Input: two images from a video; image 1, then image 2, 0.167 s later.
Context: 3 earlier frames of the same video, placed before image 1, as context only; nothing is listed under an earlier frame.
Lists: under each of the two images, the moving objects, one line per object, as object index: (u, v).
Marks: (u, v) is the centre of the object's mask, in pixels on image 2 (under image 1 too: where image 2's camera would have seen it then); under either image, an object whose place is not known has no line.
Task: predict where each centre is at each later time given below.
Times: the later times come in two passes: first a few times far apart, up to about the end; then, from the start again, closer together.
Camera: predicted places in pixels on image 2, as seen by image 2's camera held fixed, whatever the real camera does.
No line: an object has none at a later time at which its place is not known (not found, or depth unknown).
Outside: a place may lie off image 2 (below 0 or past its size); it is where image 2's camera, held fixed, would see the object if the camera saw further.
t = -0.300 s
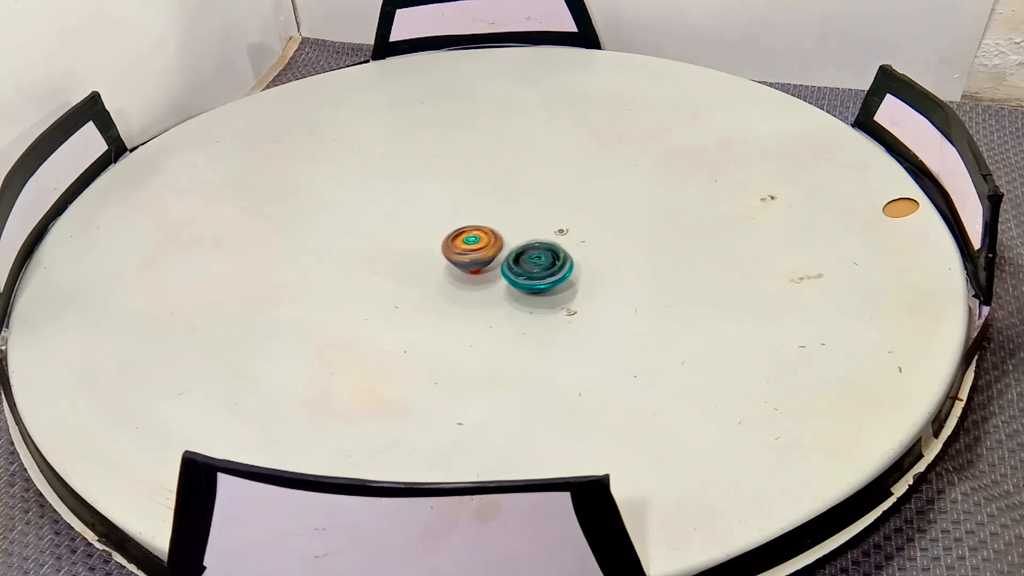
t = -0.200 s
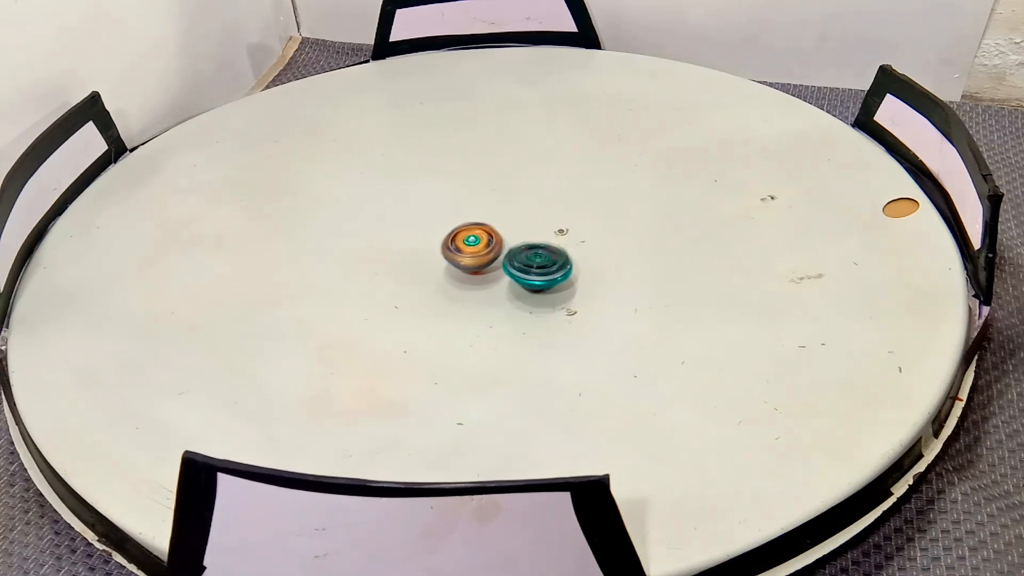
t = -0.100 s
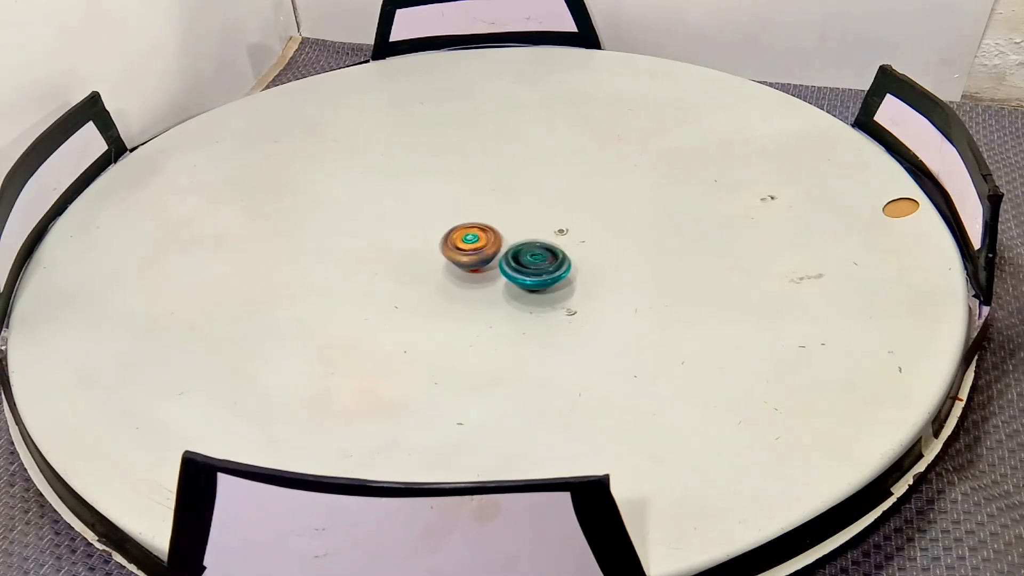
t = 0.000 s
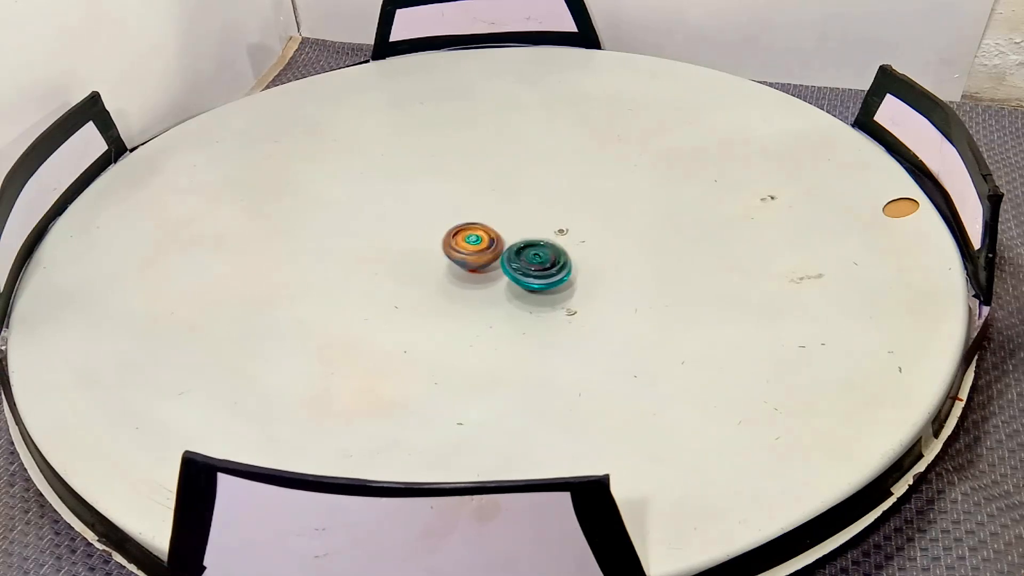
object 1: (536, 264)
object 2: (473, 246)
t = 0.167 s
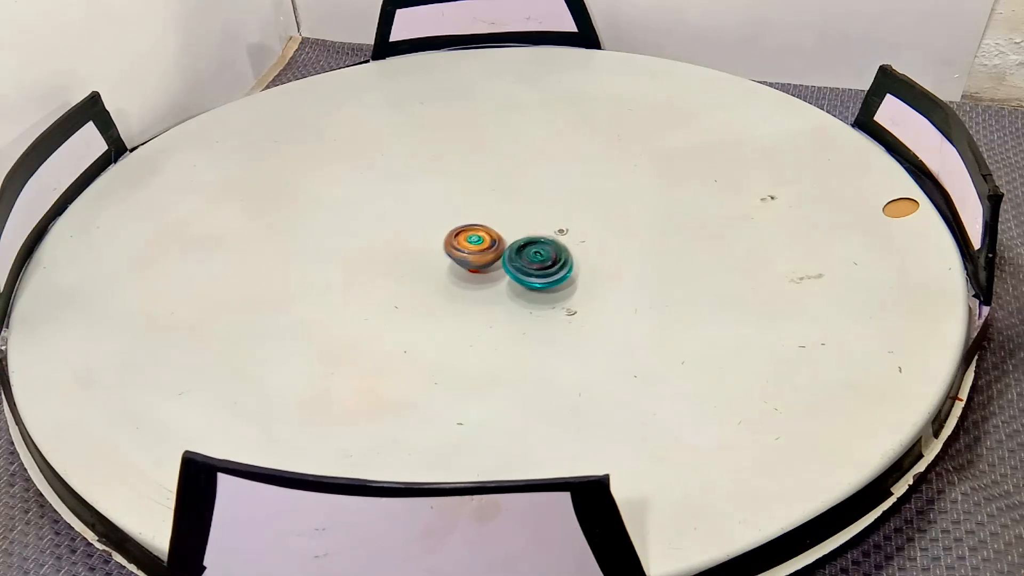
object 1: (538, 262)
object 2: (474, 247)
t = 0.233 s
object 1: (537, 261)
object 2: (474, 247)
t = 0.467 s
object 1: (543, 265)
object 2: (475, 247)
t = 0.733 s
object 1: (537, 268)
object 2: (474, 248)
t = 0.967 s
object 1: (536, 267)
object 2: (474, 249)
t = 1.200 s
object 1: (542, 278)
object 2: (460, 252)
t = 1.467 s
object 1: (527, 279)
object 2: (468, 257)
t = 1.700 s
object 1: (534, 271)
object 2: (470, 245)
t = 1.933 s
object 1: (547, 274)
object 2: (458, 242)
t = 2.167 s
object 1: (543, 280)
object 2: (459, 251)
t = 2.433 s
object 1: (536, 273)
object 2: (482, 249)
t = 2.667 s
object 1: (547, 271)
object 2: (481, 236)
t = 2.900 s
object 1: (547, 274)
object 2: (475, 241)
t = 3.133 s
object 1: (543, 273)
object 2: (484, 250)
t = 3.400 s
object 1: (546, 274)
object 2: (482, 245)
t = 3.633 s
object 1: (543, 271)
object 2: (484, 248)
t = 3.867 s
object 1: (548, 269)
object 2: (487, 247)
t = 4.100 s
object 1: (546, 272)
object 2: (488, 247)
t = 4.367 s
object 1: (548, 270)
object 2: (488, 248)
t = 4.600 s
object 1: (549, 270)
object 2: (493, 248)
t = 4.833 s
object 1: (544, 286)
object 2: (473, 247)
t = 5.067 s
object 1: (541, 278)
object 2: (468, 264)
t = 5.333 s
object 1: (551, 275)
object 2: (481, 260)
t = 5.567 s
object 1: (554, 277)
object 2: (480, 257)
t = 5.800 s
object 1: (546, 275)
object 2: (483, 257)
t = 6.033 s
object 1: (545, 275)
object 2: (477, 257)
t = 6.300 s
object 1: (546, 275)
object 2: (480, 262)
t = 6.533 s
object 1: (547, 276)
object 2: (476, 272)
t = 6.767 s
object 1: (548, 275)
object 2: (480, 275)
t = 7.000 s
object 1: (548, 275)
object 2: (484, 275)
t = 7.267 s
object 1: (548, 275)
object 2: (484, 275)
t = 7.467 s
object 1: (548, 275)
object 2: (484, 275)
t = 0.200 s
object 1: (537, 261)
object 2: (475, 247)
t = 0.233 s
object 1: (537, 261)
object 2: (474, 247)
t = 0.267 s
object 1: (539, 260)
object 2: (474, 247)
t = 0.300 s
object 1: (540, 261)
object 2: (476, 247)
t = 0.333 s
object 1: (541, 261)
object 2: (477, 247)
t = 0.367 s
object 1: (542, 263)
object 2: (474, 246)
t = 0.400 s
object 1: (541, 264)
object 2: (473, 247)
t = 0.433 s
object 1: (542, 265)
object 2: (473, 248)
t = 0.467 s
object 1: (543, 265)
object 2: (475, 247)
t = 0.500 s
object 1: (543, 266)
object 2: (476, 246)
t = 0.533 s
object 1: (542, 266)
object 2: (474, 246)
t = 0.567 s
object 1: (541, 267)
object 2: (472, 246)
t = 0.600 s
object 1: (541, 267)
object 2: (472, 248)
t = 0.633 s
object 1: (540, 268)
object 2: (474, 248)
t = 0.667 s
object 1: (539, 268)
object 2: (476, 248)
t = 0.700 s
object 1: (538, 268)
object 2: (475, 248)
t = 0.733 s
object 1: (537, 268)
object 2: (474, 248)
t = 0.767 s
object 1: (537, 268)
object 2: (474, 249)
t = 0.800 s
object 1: (537, 267)
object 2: (476, 249)
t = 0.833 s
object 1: (536, 266)
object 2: (477, 249)
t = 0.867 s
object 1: (537, 268)
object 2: (476, 248)
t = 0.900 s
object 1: (537, 269)
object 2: (474, 248)
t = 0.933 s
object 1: (535, 268)
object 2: (473, 249)
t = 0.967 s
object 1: (536, 267)
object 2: (474, 249)
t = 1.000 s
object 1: (540, 269)
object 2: (471, 248)
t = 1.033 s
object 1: (542, 271)
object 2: (468, 248)
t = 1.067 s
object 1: (543, 272)
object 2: (466, 250)
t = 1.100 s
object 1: (543, 274)
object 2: (464, 249)
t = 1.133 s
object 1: (544, 274)
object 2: (462, 249)
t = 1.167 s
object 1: (545, 276)
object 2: (460, 250)
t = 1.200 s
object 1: (542, 278)
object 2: (460, 252)
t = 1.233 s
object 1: (541, 280)
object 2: (461, 254)
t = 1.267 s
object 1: (540, 282)
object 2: (460, 255)
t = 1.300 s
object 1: (538, 282)
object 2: (460, 256)
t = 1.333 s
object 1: (536, 282)
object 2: (461, 256)
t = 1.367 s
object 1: (533, 283)
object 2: (462, 257)
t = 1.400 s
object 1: (532, 282)
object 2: (464, 258)
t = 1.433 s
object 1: (531, 281)
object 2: (465, 258)
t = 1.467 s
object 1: (527, 279)
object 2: (468, 257)
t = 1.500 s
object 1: (527, 279)
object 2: (470, 257)
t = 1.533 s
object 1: (528, 277)
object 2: (471, 256)
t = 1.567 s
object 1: (527, 274)
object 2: (472, 254)
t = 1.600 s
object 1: (529, 274)
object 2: (472, 251)
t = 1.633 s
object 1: (530, 273)
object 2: (473, 249)
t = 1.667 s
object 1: (531, 272)
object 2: (472, 247)
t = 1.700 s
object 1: (534, 271)
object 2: (470, 245)
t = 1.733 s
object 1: (537, 271)
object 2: (469, 243)
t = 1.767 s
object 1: (538, 271)
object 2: (467, 242)
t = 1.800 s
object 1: (541, 270)
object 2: (465, 242)
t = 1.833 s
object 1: (544, 271)
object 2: (462, 240)
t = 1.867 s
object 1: (545, 272)
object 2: (460, 240)
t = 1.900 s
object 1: (547, 273)
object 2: (459, 241)
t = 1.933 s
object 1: (547, 274)
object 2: (458, 242)
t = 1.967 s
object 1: (546, 274)
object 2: (456, 243)
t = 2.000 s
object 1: (547, 275)
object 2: (455, 244)
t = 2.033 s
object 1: (548, 276)
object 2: (455, 246)
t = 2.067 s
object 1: (546, 277)
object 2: (456, 247)
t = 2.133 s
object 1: (544, 279)
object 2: (457, 249)
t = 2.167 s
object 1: (543, 280)
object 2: (459, 251)
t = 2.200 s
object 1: (541, 280)
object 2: (460, 251)
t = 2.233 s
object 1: (540, 280)
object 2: (463, 252)
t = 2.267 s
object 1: (539, 279)
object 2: (466, 253)
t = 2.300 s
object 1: (536, 278)
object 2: (470, 253)
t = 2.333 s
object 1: (536, 278)
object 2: (473, 252)
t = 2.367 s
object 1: (536, 276)
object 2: (476, 252)
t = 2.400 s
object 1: (534, 274)
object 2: (480, 250)
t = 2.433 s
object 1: (536, 273)
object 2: (482, 249)
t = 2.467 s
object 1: (537, 272)
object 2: (483, 246)
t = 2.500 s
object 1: (538, 272)
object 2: (484, 244)
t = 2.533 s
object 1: (539, 270)
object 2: (484, 242)
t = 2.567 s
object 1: (542, 269)
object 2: (484, 241)
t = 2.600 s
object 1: (544, 270)
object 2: (482, 239)
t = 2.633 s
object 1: (546, 270)
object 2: (482, 237)
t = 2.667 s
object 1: (547, 271)
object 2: (481, 236)
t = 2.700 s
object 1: (548, 271)
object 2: (479, 236)
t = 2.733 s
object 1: (549, 271)
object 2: (478, 237)
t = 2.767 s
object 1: (548, 272)
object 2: (477, 237)
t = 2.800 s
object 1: (548, 272)
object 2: (475, 237)
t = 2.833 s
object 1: (549, 273)
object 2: (474, 238)
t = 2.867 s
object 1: (548, 274)
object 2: (475, 239)
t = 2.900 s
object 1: (547, 274)
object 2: (475, 241)
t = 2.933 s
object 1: (545, 275)
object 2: (475, 243)
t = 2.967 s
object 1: (545, 275)
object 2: (476, 245)
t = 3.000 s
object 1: (543, 275)
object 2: (477, 246)
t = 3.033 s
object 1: (542, 275)
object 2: (480, 248)
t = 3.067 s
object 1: (542, 273)
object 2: (482, 249)
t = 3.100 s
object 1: (539, 272)
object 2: (484, 250)
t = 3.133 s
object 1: (543, 273)
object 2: (484, 250)
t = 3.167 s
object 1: (544, 273)
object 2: (482, 249)
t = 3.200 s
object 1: (544, 275)
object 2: (483, 248)
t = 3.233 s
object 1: (544, 274)
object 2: (485, 247)
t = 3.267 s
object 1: (545, 273)
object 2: (486, 246)
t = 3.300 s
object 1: (547, 272)
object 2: (486, 245)
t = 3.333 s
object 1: (547, 273)
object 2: (485, 244)
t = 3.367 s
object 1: (547, 274)
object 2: (483, 245)
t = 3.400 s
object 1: (546, 274)
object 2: (482, 245)
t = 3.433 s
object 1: (545, 274)
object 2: (483, 247)
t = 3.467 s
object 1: (544, 273)
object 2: (485, 248)
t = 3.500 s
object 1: (544, 273)
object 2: (486, 247)
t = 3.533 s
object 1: (544, 273)
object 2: (486, 247)
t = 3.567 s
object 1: (543, 272)
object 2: (485, 248)
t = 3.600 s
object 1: (542, 272)
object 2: (485, 248)
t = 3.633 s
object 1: (543, 271)
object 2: (484, 248)
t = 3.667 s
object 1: (544, 271)
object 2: (484, 248)
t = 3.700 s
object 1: (546, 272)
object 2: (484, 248)
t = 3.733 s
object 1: (545, 272)
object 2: (484, 248)
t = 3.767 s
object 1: (546, 270)
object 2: (485, 248)
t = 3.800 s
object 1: (546, 269)
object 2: (486, 248)
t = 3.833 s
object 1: (547, 269)
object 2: (487, 247)
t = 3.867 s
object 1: (548, 269)
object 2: (487, 247)
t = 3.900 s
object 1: (547, 272)
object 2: (487, 246)
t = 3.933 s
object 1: (546, 271)
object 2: (486, 247)
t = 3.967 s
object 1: (547, 271)
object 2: (485, 247)
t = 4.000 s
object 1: (548, 271)
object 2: (486, 247)
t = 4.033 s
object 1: (547, 272)
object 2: (487, 247)
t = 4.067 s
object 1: (547, 272)
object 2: (487, 248)
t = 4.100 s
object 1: (546, 272)
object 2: (488, 247)
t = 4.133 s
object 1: (545, 272)
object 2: (487, 247)
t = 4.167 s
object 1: (544, 272)
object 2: (487, 247)
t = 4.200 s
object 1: (544, 272)
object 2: (486, 247)
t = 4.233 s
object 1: (545, 271)
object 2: (486, 248)
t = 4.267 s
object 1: (546, 271)
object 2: (486, 248)
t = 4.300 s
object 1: (549, 271)
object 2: (486, 248)
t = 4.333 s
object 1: (548, 271)
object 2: (487, 248)
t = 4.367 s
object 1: (548, 270)
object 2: (488, 248)
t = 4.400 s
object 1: (548, 269)
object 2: (490, 248)
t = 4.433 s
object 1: (548, 270)
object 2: (490, 248)
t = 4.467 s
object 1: (549, 269)
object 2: (490, 248)
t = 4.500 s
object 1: (549, 270)
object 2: (490, 248)
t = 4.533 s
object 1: (548, 270)
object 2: (490, 248)
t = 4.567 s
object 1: (548, 270)
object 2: (491, 248)
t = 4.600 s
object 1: (549, 270)
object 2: (493, 248)
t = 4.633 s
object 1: (550, 272)
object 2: (492, 247)
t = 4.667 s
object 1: (553, 275)
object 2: (484, 246)
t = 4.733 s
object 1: (551, 281)
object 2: (479, 246)
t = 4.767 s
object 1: (549, 284)
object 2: (477, 247)
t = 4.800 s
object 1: (546, 286)
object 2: (475, 247)
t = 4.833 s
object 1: (544, 286)
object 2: (473, 247)
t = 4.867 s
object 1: (543, 287)
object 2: (470, 247)
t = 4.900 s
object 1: (542, 286)
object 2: (465, 248)
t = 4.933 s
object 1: (540, 284)
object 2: (462, 251)
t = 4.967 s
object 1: (540, 283)
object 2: (463, 255)
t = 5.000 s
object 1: (540, 282)
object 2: (465, 258)
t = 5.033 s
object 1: (540, 279)
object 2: (467, 262)
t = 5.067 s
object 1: (541, 278)
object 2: (468, 264)
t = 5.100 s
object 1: (541, 277)
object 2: (470, 265)
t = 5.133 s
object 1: (541, 275)
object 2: (472, 265)
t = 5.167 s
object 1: (542, 274)
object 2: (476, 264)
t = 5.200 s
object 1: (545, 274)
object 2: (477, 264)
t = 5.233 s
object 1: (549, 272)
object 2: (477, 263)
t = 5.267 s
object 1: (550, 273)
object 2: (478, 263)
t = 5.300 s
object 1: (551, 273)
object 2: (479, 261)
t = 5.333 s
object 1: (551, 275)
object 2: (481, 260)
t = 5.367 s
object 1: (551, 274)
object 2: (482, 260)
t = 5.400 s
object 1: (551, 276)
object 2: (481, 259)
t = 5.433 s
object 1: (550, 279)
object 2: (480, 259)
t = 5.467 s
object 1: (550, 280)
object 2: (480, 258)
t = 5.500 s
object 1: (552, 280)
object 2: (480, 258)
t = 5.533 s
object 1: (554, 280)
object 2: (480, 257)
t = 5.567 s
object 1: (554, 277)
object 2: (480, 257)
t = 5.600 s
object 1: (554, 276)
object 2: (481, 257)
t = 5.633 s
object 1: (553, 276)
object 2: (482, 257)
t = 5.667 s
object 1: (553, 278)
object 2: (483, 256)
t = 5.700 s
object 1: (552, 279)
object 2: (484, 256)
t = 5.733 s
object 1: (549, 277)
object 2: (485, 257)
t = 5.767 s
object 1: (547, 275)
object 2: (484, 257)
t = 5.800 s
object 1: (546, 275)
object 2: (483, 257)
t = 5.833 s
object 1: (546, 276)
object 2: (484, 257)
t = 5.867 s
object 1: (545, 276)
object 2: (483, 258)
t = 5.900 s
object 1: (544, 275)
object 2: (483, 258)
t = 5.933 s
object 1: (545, 275)
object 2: (482, 259)
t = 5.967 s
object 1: (545, 275)
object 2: (480, 259)
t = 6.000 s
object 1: (545, 275)
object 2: (479, 258)
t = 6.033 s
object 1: (545, 275)
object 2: (477, 257)
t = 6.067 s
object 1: (545, 275)
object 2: (477, 257)
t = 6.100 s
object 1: (545, 275)
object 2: (476, 258)
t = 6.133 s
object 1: (545, 275)
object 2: (478, 258)
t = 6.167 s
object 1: (545, 275)
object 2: (479, 260)
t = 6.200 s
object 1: (545, 275)
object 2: (479, 261)
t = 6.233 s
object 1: (545, 275)
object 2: (480, 261)
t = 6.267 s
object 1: (545, 275)
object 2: (481, 261)
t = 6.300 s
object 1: (546, 275)
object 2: (480, 262)
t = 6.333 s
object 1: (547, 275)
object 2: (477, 262)
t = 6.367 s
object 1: (547, 275)
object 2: (474, 265)
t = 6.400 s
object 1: (547, 276)
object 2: (474, 269)
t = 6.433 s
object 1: (547, 275)
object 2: (475, 271)
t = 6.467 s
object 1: (547, 276)
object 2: (477, 272)
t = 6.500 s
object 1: (547, 275)
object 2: (477, 272)
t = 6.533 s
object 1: (547, 276)
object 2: (476, 272)
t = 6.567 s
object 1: (547, 275)
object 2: (475, 274)
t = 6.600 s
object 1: (547, 275)
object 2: (475, 275)
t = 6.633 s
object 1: (547, 275)
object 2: (475, 276)
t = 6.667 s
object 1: (547, 276)
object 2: (478, 276)
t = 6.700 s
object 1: (547, 275)
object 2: (480, 276)
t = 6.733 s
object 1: (548, 275)
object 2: (481, 276)
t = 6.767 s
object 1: (548, 275)
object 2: (480, 275)
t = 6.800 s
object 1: (548, 275)
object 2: (481, 275)
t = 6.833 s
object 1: (548, 275)
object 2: (482, 275)
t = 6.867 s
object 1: (548, 275)
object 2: (483, 275)
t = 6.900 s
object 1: (548, 275)
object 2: (483, 275)
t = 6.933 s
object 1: (548, 275)
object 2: (484, 275)
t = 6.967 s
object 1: (548, 275)
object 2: (484, 275)
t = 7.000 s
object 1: (548, 275)
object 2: (484, 275)
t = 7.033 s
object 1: (548, 275)
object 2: (484, 275)
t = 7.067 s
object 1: (548, 275)
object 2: (484, 275)
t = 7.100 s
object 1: (548, 275)
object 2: (484, 275)
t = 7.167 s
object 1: (548, 275)
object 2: (484, 275)
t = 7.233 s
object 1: (548, 275)
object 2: (484, 275)
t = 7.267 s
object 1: (548, 275)
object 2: (484, 275)
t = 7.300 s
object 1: (548, 275)
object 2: (484, 275)
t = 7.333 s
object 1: (548, 275)
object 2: (484, 275)
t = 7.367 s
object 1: (548, 275)
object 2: (484, 275)
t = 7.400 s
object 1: (548, 275)
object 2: (484, 275)
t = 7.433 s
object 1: (548, 275)
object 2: (484, 275)
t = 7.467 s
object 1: (548, 275)
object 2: (484, 275)
